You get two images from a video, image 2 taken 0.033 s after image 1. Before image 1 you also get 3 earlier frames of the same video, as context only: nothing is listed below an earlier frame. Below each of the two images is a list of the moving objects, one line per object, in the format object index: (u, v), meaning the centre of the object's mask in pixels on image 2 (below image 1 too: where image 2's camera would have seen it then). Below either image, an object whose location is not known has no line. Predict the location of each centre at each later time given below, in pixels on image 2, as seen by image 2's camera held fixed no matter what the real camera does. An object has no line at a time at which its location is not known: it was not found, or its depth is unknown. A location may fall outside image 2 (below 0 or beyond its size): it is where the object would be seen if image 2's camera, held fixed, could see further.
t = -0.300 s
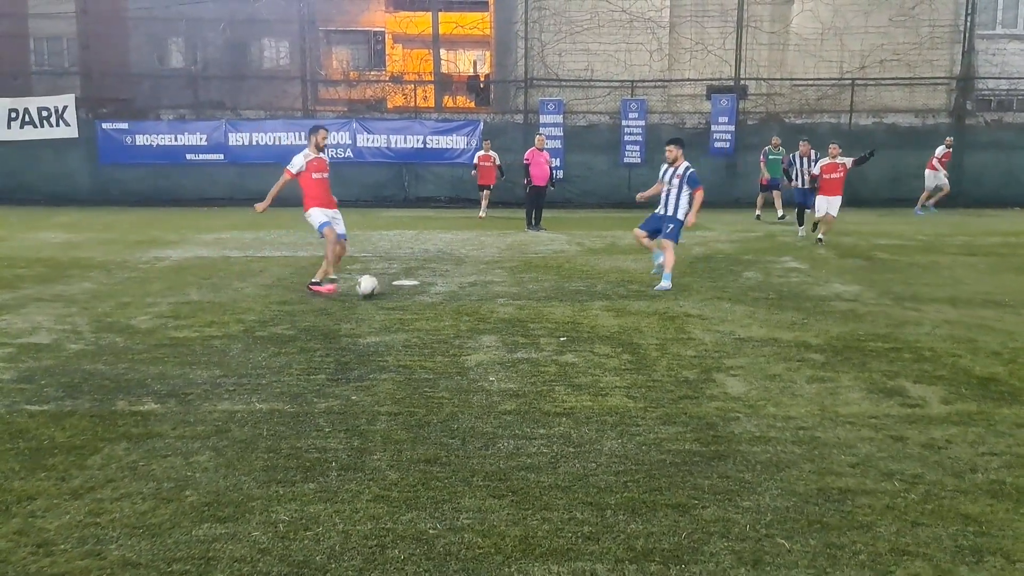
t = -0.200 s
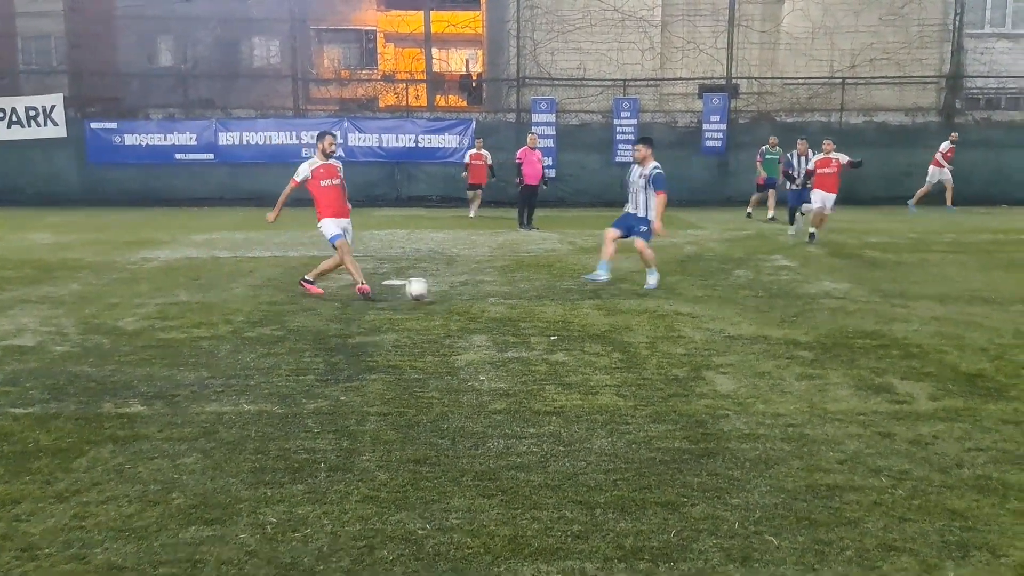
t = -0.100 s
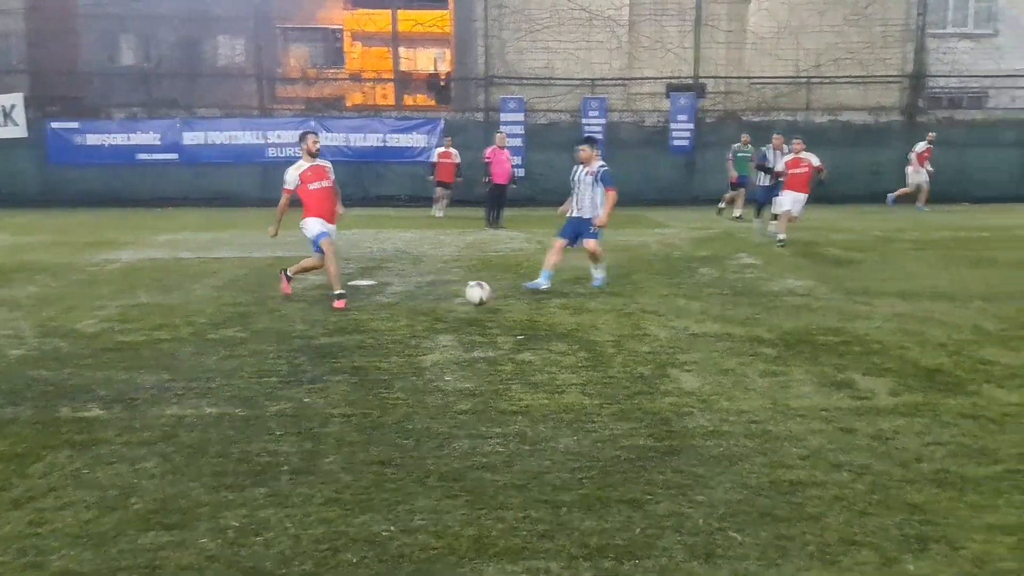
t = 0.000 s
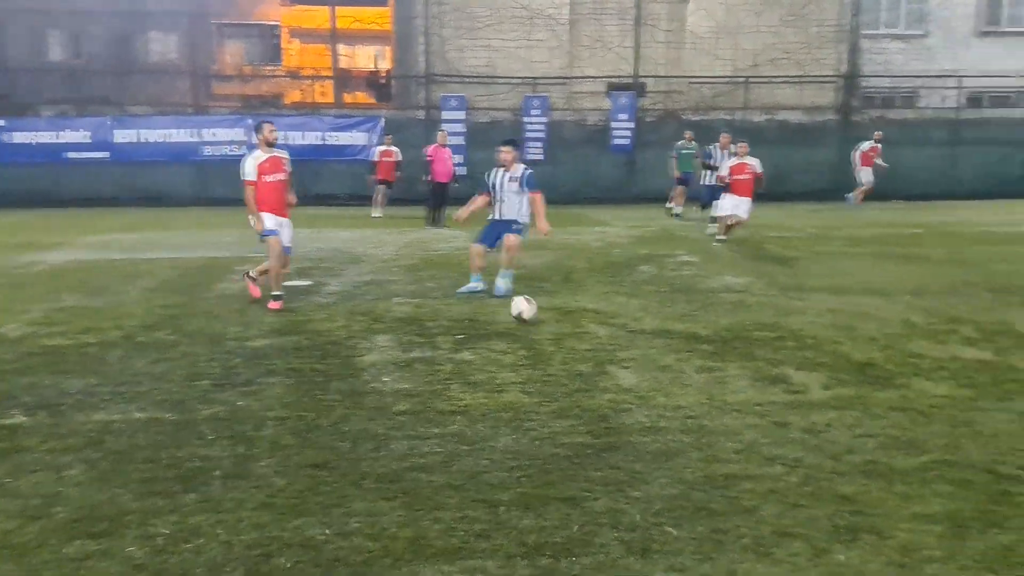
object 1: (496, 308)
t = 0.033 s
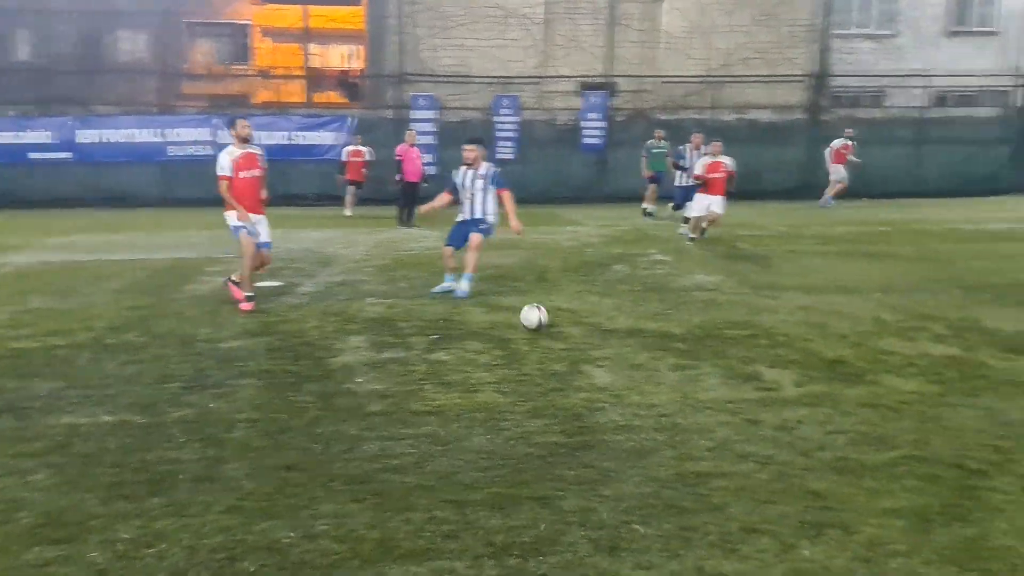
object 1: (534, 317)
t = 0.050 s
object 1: (552, 320)
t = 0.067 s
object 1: (570, 320)
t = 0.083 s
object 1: (584, 318)
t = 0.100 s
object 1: (600, 317)
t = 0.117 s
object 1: (619, 317)
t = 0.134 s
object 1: (635, 317)
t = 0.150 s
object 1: (651, 318)
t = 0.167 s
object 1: (671, 320)
